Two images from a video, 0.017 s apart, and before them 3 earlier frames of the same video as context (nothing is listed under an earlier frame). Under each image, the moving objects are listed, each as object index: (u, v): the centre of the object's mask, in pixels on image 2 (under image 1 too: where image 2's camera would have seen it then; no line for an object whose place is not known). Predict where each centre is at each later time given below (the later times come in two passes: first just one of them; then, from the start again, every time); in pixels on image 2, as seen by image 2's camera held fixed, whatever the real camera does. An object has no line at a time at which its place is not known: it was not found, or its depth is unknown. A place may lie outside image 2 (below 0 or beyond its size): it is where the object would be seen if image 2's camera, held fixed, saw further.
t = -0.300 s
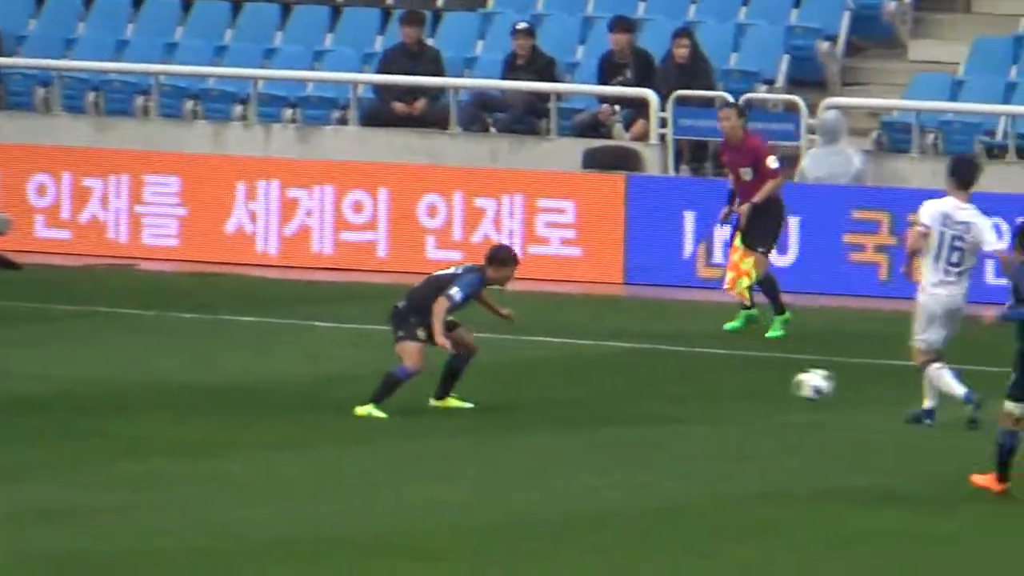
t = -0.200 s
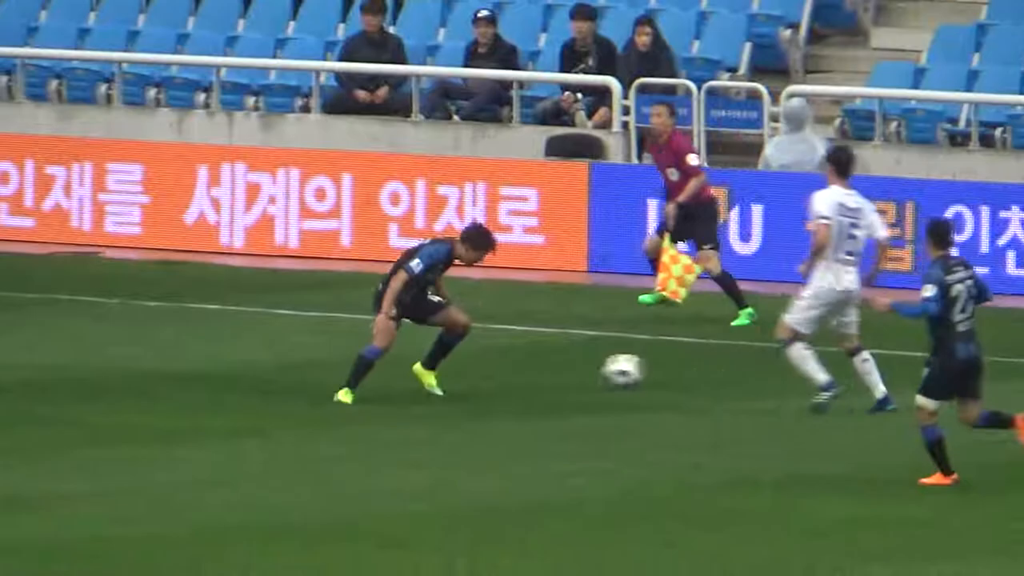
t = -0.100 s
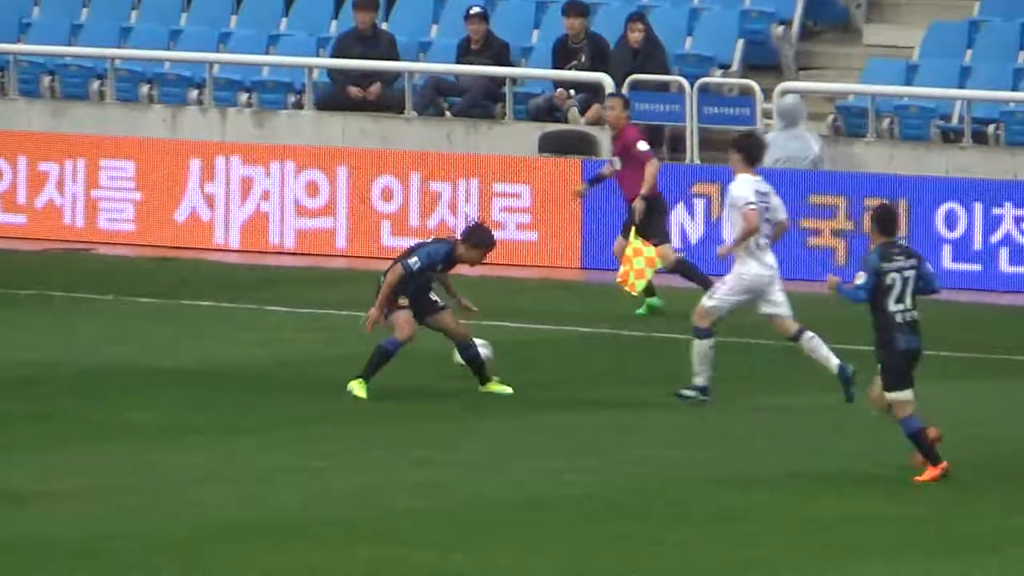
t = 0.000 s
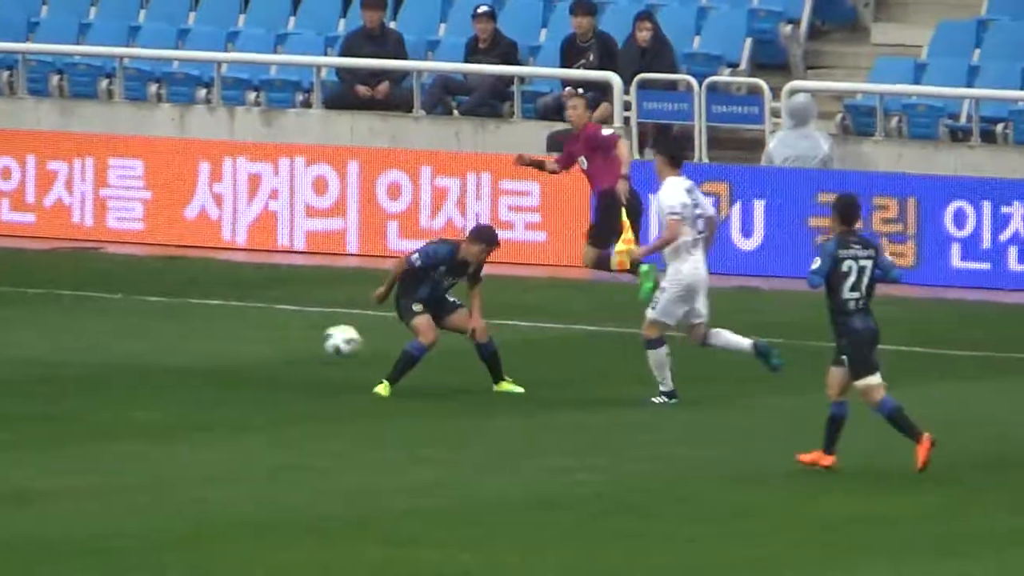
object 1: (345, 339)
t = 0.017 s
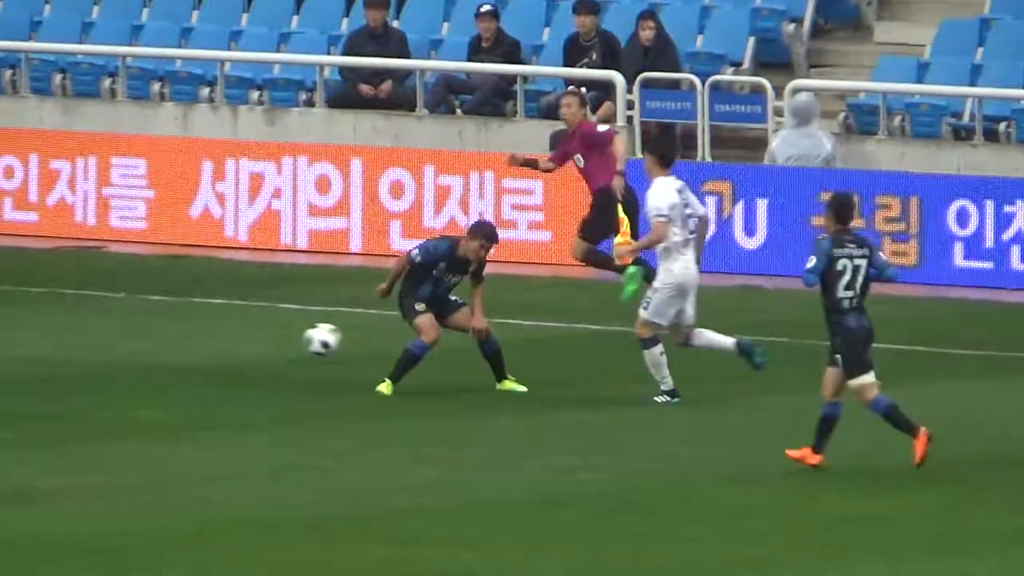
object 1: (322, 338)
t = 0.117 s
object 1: (192, 335)
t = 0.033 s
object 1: (299, 340)
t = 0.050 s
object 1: (277, 340)
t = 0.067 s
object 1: (256, 342)
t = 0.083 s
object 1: (232, 343)
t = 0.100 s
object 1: (211, 339)
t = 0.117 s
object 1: (192, 335)
